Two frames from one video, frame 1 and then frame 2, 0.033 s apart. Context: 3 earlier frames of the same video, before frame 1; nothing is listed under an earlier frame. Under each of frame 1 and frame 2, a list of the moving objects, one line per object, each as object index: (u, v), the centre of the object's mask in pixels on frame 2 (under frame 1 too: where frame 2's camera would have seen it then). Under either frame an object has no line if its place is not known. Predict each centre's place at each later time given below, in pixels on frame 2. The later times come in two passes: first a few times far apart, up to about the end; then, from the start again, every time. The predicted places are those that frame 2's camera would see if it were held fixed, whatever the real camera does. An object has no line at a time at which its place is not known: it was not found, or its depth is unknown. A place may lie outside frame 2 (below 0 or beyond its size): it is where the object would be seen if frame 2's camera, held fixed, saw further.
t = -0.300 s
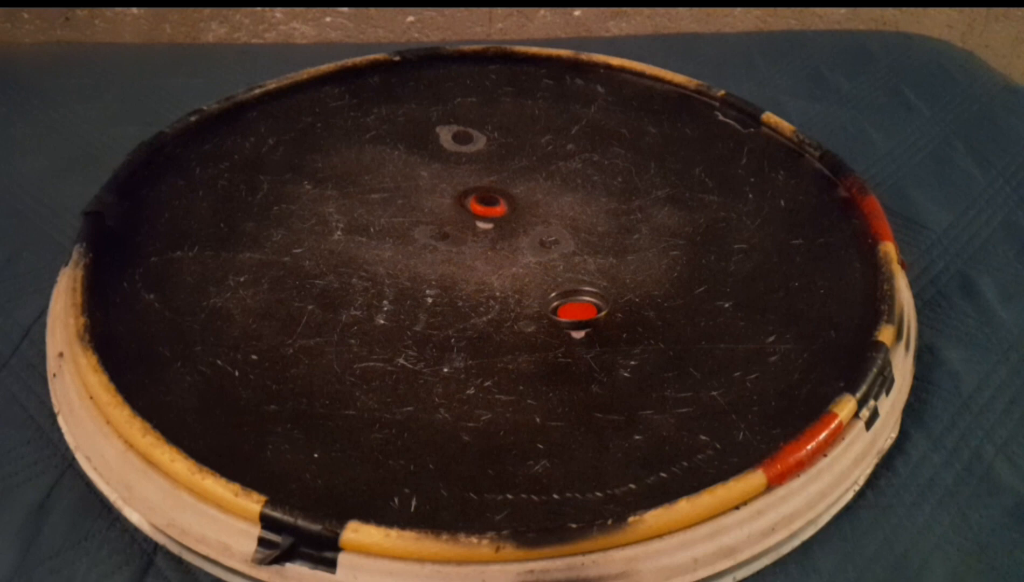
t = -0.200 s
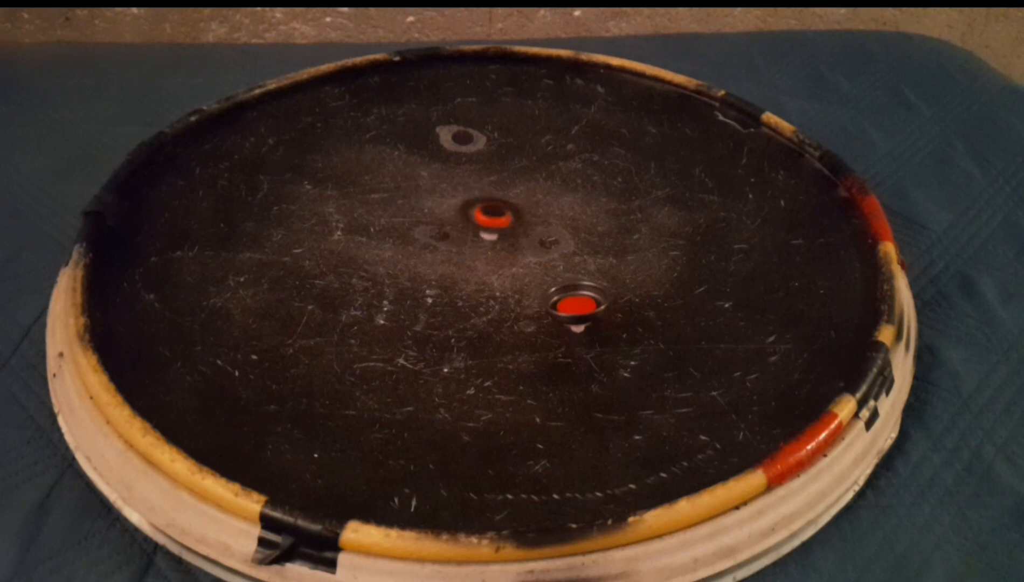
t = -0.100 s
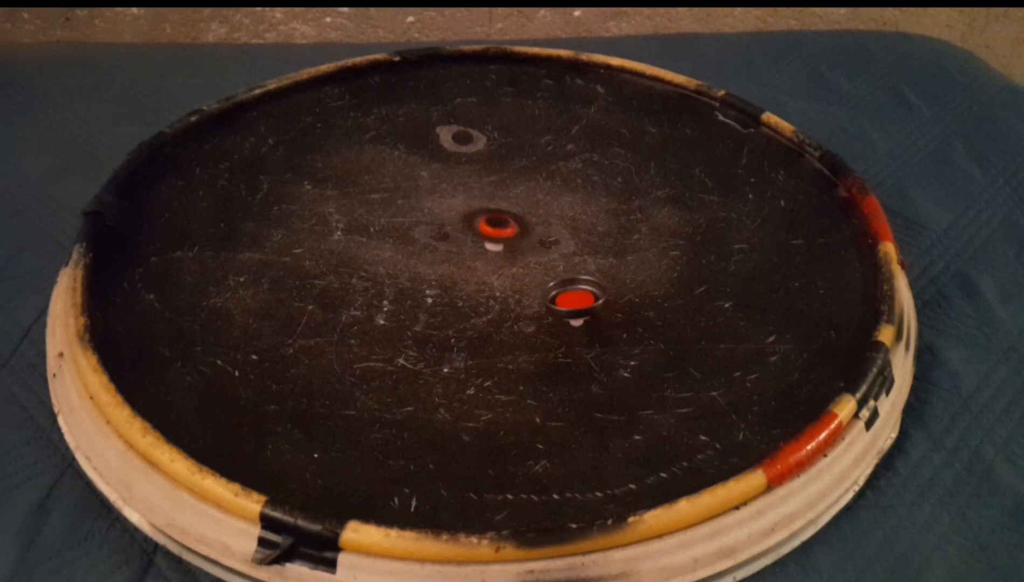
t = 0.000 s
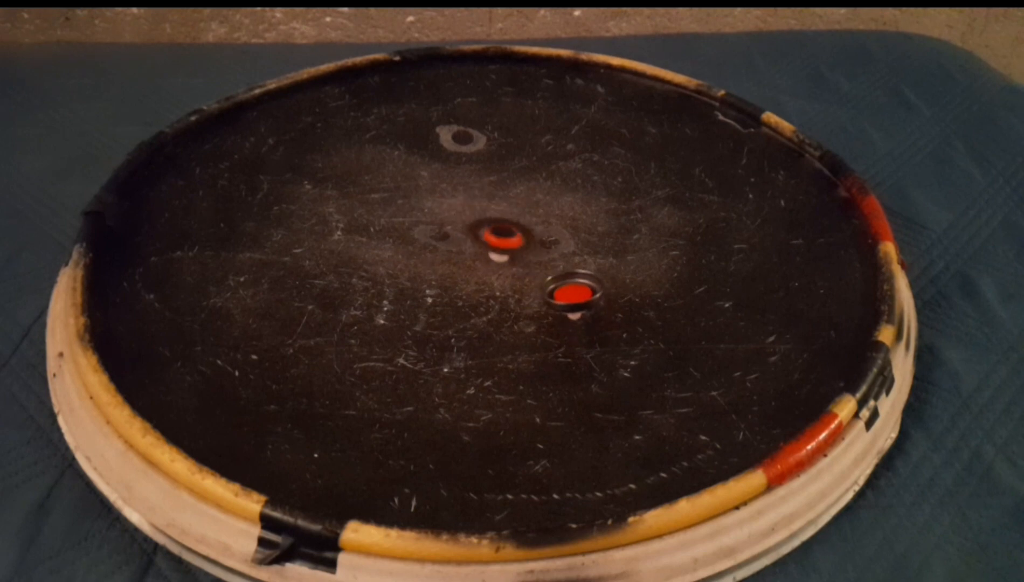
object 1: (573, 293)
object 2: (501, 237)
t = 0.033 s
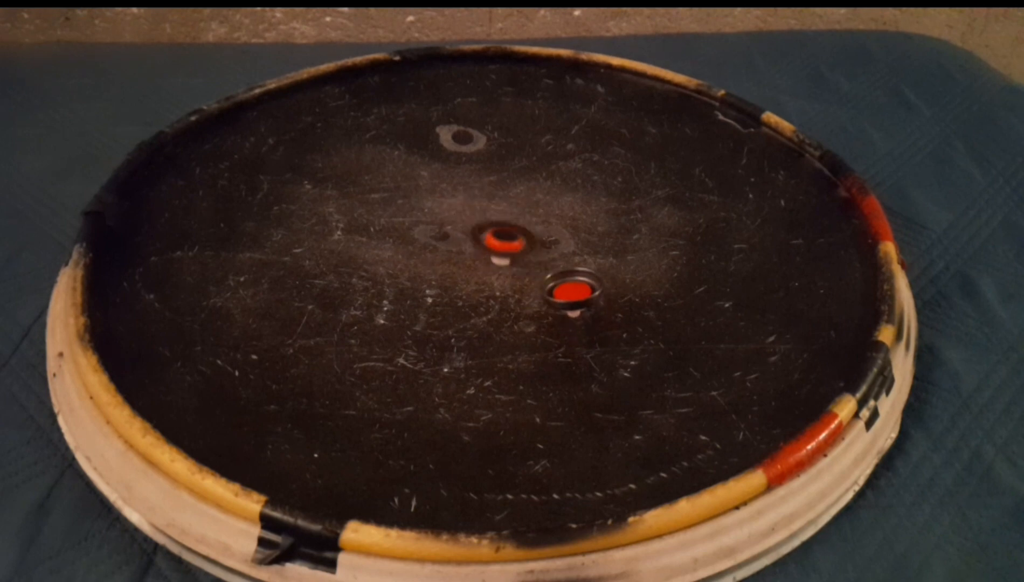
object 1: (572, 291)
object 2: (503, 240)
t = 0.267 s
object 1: (605, 282)
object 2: (497, 257)
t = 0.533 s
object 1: (615, 272)
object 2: (493, 277)
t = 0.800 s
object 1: (600, 262)
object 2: (481, 284)
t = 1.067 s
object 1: (580, 251)
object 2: (479, 275)
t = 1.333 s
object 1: (560, 236)
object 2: (501, 257)
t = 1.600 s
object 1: (551, 213)
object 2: (517, 248)
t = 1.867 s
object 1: (533, 191)
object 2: (536, 244)
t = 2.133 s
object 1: (528, 178)
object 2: (544, 245)
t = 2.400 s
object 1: (522, 183)
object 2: (534, 248)
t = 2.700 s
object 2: (498, 240)
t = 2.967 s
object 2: (487, 238)
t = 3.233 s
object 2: (479, 246)
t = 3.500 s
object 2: (480, 264)
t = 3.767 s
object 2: (479, 279)
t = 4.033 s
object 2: (479, 281)
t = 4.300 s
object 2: (500, 278)
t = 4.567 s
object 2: (524, 262)
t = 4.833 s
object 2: (539, 244)
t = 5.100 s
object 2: (519, 237)
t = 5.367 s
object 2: (544, 246)
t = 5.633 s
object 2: (551, 230)
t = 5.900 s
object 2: (529, 234)
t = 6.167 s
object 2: (520, 254)
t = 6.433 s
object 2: (542, 254)
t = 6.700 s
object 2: (530, 241)
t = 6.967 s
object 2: (512, 255)
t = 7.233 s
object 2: (538, 254)
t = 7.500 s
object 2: (513, 246)
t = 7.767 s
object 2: (507, 247)
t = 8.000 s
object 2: (518, 243)
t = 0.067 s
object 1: (572, 289)
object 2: (504, 244)
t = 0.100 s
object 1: (571, 287)
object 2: (508, 248)
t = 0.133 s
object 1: (570, 284)
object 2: (508, 251)
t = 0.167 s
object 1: (568, 281)
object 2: (512, 255)
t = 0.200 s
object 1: (576, 282)
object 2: (510, 258)
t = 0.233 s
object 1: (592, 282)
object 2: (501, 257)
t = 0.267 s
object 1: (605, 282)
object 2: (497, 257)
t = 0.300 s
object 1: (612, 281)
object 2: (497, 258)
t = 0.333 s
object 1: (617, 279)
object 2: (496, 261)
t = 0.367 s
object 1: (619, 278)
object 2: (496, 263)
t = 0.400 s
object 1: (619, 277)
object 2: (496, 266)
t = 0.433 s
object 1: (618, 276)
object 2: (495, 268)
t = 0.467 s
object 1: (618, 275)
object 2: (495, 272)
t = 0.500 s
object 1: (616, 274)
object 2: (494, 274)
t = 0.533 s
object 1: (615, 272)
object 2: (493, 277)
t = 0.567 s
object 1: (614, 271)
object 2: (491, 278)
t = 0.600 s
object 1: (612, 270)
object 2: (489, 280)
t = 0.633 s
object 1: (610, 268)
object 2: (487, 281)
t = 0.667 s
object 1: (608, 267)
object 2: (485, 282)
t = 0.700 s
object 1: (606, 266)
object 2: (482, 284)
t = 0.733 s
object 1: (604, 265)
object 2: (482, 284)
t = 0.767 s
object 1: (602, 263)
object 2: (480, 284)
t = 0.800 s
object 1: (600, 262)
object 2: (481, 284)
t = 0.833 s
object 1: (598, 261)
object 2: (480, 284)
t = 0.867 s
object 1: (595, 259)
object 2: (479, 283)
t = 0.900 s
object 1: (592, 258)
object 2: (478, 282)
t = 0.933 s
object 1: (590, 257)
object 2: (478, 281)
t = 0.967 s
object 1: (588, 255)
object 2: (477, 280)
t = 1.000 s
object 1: (585, 254)
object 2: (478, 278)
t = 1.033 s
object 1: (583, 253)
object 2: (478, 277)
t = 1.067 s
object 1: (580, 251)
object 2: (479, 275)
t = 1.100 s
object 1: (578, 249)
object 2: (478, 273)
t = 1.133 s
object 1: (573, 247)
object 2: (480, 271)
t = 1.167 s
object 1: (571, 246)
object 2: (484, 267)
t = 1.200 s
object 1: (569, 243)
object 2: (488, 265)
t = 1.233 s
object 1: (566, 242)
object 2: (491, 263)
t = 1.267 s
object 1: (563, 240)
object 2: (495, 260)
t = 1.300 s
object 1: (561, 238)
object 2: (498, 259)
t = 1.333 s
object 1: (560, 236)
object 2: (501, 257)
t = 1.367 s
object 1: (563, 232)
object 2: (500, 256)
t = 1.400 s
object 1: (563, 229)
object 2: (502, 255)
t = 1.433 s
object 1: (561, 227)
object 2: (504, 254)
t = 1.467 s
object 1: (560, 224)
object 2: (506, 253)
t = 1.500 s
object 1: (558, 222)
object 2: (508, 251)
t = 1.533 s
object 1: (553, 219)
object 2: (511, 251)
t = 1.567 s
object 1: (552, 216)
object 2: (516, 248)
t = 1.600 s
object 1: (551, 213)
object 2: (517, 248)
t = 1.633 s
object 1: (549, 210)
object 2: (522, 247)
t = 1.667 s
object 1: (546, 208)
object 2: (523, 247)
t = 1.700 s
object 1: (543, 205)
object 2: (525, 246)
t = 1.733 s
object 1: (540, 202)
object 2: (527, 247)
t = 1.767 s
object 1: (537, 199)
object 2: (530, 246)
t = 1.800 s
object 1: (535, 196)
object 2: (534, 245)
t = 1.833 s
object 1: (534, 193)
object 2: (533, 245)
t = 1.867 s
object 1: (533, 191)
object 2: (536, 244)
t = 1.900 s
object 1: (532, 189)
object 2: (538, 244)
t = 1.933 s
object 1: (531, 187)
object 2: (539, 244)
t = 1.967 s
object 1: (531, 186)
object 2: (541, 244)
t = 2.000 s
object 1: (530, 184)
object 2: (542, 244)
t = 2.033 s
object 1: (529, 182)
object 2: (543, 244)
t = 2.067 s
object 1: (529, 181)
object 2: (543, 245)
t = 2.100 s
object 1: (528, 179)
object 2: (544, 245)
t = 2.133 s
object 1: (528, 178)
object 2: (544, 245)
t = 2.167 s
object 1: (528, 177)
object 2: (544, 245)
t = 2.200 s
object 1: (528, 178)
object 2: (544, 246)
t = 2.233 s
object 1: (527, 178)
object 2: (542, 246)
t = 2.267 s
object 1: (526, 179)
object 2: (541, 247)
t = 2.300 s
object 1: (525, 180)
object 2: (539, 247)
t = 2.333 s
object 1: (524, 181)
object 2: (538, 248)
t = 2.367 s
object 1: (523, 182)
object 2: (534, 248)
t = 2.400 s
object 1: (522, 183)
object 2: (534, 248)
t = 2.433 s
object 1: (520, 184)
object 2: (529, 248)
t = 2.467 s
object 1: (519, 185)
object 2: (526, 248)
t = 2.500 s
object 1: (518, 186)
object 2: (522, 246)
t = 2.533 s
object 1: (515, 187)
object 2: (515, 245)
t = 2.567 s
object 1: (512, 188)
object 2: (512, 244)
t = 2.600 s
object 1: (510, 189)
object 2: (508, 244)
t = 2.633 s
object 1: (508, 190)
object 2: (505, 243)
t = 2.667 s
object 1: (507, 191)
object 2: (501, 242)
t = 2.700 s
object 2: (498, 240)
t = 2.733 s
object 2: (494, 239)
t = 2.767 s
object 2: (494, 238)
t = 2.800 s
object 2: (491, 237)
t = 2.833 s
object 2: (491, 236)
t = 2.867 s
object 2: (490, 236)
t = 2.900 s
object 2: (490, 237)
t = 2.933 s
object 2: (489, 237)
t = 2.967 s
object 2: (487, 238)
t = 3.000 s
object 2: (487, 239)
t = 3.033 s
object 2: (486, 239)
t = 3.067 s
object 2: (483, 241)
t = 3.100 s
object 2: (482, 242)
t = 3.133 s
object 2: (481, 243)
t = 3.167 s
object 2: (481, 243)
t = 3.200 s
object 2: (479, 244)
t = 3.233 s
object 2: (479, 246)
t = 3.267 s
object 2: (479, 248)
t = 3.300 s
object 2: (480, 251)
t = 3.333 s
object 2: (480, 253)
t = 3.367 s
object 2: (479, 256)
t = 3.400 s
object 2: (479, 258)
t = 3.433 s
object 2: (479, 260)
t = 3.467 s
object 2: (479, 263)
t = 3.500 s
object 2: (480, 264)
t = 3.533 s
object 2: (480, 267)
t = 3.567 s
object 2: (481, 269)
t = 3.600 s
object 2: (482, 271)
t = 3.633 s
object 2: (481, 273)
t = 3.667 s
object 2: (481, 275)
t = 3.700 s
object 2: (480, 277)
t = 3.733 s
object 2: (480, 279)
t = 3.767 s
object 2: (479, 279)
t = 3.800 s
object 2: (478, 281)
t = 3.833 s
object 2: (479, 281)
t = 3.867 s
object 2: (478, 282)
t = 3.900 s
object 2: (479, 282)
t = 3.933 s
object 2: (479, 281)
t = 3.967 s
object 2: (479, 282)
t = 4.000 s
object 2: (480, 281)
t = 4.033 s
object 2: (479, 281)
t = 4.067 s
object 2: (481, 280)
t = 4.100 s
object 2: (482, 278)
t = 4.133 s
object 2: (483, 278)
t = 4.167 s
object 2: (485, 276)
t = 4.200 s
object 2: (488, 275)
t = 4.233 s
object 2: (499, 275)
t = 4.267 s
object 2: (503, 276)
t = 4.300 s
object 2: (500, 278)
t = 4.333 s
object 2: (502, 277)
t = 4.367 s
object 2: (511, 274)
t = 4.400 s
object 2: (513, 273)
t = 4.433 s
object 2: (516, 271)
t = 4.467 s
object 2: (520, 268)
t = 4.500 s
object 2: (520, 267)
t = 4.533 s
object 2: (523, 265)
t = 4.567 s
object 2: (524, 262)
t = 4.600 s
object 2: (526, 261)
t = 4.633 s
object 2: (528, 259)
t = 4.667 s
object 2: (529, 256)
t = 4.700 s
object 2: (528, 254)
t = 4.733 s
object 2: (529, 251)
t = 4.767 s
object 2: (531, 250)
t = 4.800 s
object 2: (535, 247)
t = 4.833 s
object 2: (539, 244)
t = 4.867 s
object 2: (539, 244)
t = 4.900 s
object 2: (537, 243)
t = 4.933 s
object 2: (532, 241)
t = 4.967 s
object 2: (531, 239)
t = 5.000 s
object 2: (529, 238)
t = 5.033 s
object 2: (527, 238)
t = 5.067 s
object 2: (524, 237)
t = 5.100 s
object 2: (519, 237)
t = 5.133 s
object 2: (517, 237)
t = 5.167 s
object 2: (517, 237)
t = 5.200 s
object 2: (515, 237)
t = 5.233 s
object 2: (514, 238)
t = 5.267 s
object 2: (520, 247)
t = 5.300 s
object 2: (531, 248)
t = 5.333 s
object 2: (542, 244)
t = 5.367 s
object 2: (544, 246)
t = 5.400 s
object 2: (549, 245)
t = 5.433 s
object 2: (551, 243)
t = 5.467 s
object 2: (553, 242)
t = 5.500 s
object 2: (553, 239)
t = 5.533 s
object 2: (553, 235)
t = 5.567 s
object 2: (553, 235)
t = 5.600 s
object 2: (553, 234)
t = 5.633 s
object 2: (551, 230)
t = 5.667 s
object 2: (551, 230)
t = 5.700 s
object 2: (550, 231)
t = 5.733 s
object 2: (546, 232)
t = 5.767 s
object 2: (543, 232)
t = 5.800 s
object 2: (543, 232)
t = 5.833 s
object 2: (541, 233)
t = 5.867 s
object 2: (537, 236)
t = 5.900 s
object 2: (529, 234)
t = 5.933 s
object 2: (527, 235)
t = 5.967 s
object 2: (523, 238)
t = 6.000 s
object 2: (520, 239)
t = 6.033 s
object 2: (520, 244)
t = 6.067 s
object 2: (519, 246)
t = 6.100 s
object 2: (518, 248)
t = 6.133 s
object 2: (519, 252)
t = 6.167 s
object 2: (520, 254)
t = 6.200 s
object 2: (525, 258)
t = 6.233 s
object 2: (528, 259)
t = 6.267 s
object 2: (529, 259)
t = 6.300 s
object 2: (532, 260)
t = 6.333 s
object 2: (536, 259)
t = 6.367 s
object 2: (541, 257)
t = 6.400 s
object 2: (542, 256)
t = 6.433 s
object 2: (542, 254)
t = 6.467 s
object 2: (540, 251)
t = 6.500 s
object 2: (540, 248)
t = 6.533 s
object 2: (539, 247)
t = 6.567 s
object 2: (539, 245)
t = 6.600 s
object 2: (536, 243)
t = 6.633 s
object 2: (534, 242)
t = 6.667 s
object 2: (531, 241)
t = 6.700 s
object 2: (530, 241)
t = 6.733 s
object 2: (527, 243)
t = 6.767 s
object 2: (525, 243)
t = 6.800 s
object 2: (521, 243)
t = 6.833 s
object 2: (518, 244)
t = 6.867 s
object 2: (516, 249)
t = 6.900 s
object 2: (513, 251)
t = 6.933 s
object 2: (512, 252)
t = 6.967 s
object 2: (512, 255)
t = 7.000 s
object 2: (512, 258)
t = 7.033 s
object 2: (515, 260)
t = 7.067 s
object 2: (520, 257)
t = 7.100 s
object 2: (526, 251)
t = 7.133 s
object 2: (532, 247)
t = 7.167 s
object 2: (536, 247)
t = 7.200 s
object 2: (537, 247)
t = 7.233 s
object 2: (538, 254)
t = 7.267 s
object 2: (535, 256)
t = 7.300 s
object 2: (533, 257)
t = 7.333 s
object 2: (530, 257)
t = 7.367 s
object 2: (528, 257)
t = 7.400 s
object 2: (521, 250)
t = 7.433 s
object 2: (517, 249)
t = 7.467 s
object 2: (515, 247)
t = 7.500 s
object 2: (513, 246)
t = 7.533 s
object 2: (509, 245)
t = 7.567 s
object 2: (506, 244)
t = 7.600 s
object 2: (505, 244)
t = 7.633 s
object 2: (505, 245)
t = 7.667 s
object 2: (505, 245)
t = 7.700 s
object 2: (505, 246)
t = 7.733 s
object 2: (507, 246)
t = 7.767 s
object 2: (507, 247)
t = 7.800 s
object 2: (508, 248)
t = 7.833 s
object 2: (513, 245)
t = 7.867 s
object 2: (513, 246)
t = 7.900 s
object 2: (513, 244)
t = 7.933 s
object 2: (515, 244)
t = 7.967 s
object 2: (516, 244)
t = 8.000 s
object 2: (518, 243)
